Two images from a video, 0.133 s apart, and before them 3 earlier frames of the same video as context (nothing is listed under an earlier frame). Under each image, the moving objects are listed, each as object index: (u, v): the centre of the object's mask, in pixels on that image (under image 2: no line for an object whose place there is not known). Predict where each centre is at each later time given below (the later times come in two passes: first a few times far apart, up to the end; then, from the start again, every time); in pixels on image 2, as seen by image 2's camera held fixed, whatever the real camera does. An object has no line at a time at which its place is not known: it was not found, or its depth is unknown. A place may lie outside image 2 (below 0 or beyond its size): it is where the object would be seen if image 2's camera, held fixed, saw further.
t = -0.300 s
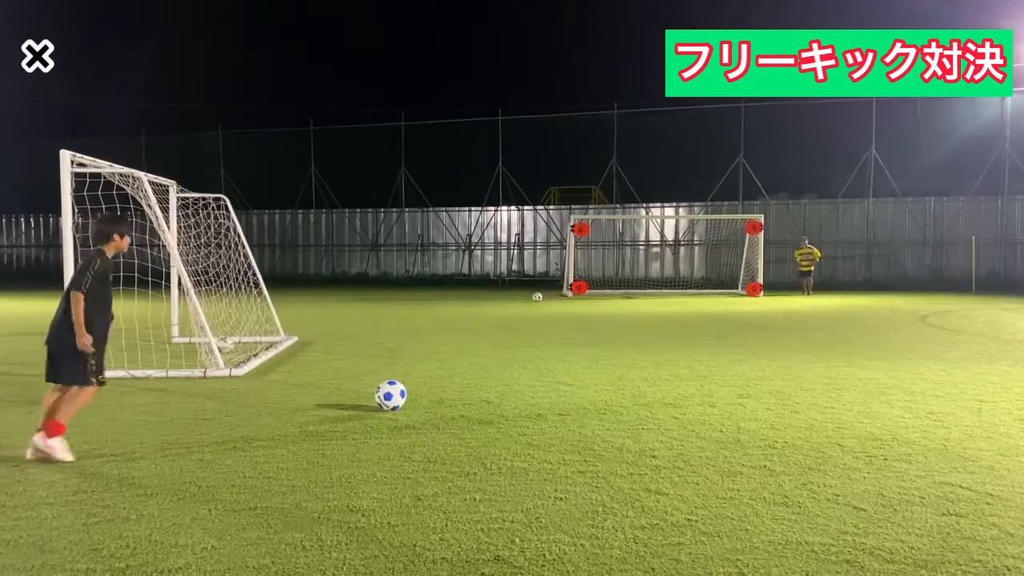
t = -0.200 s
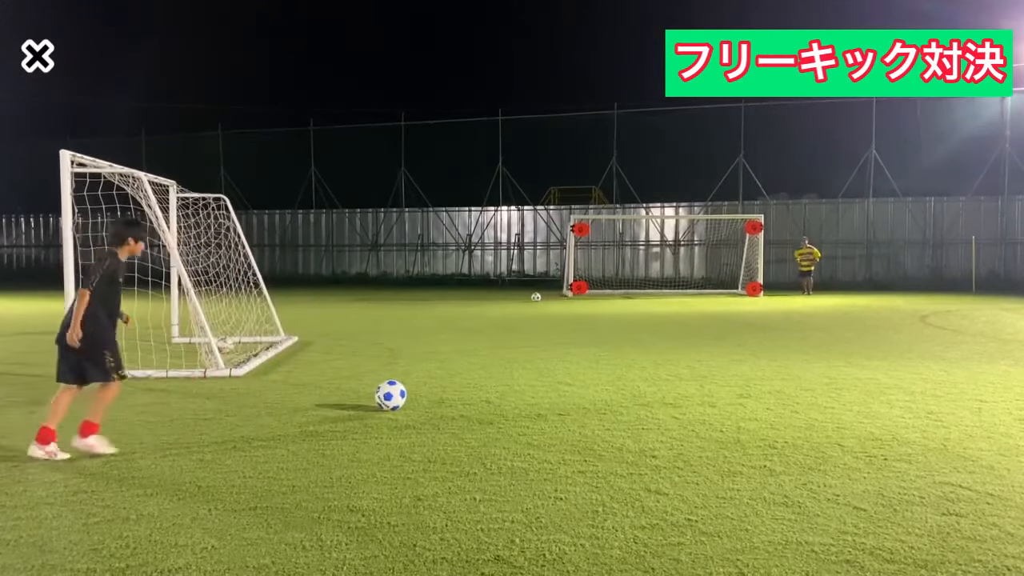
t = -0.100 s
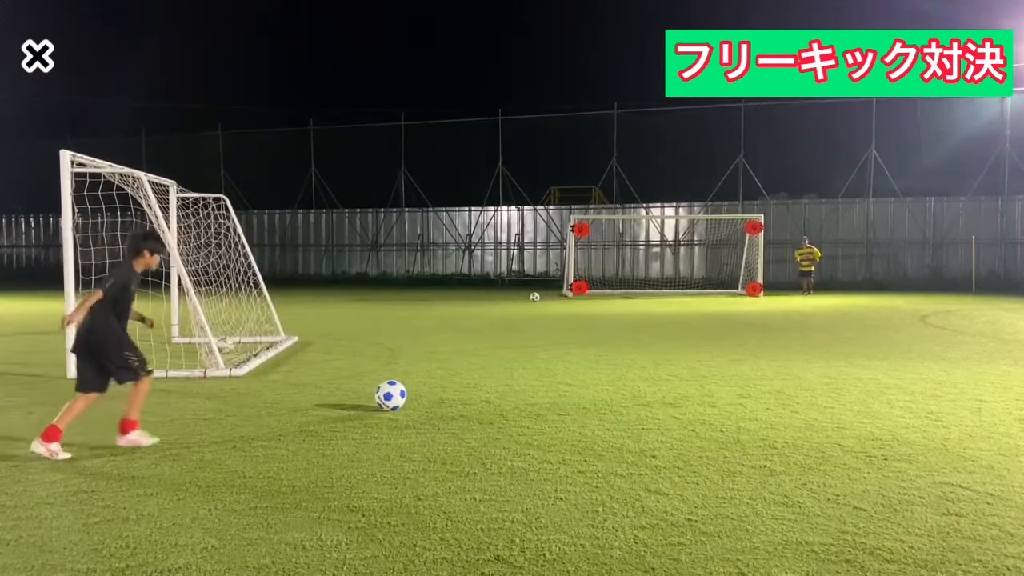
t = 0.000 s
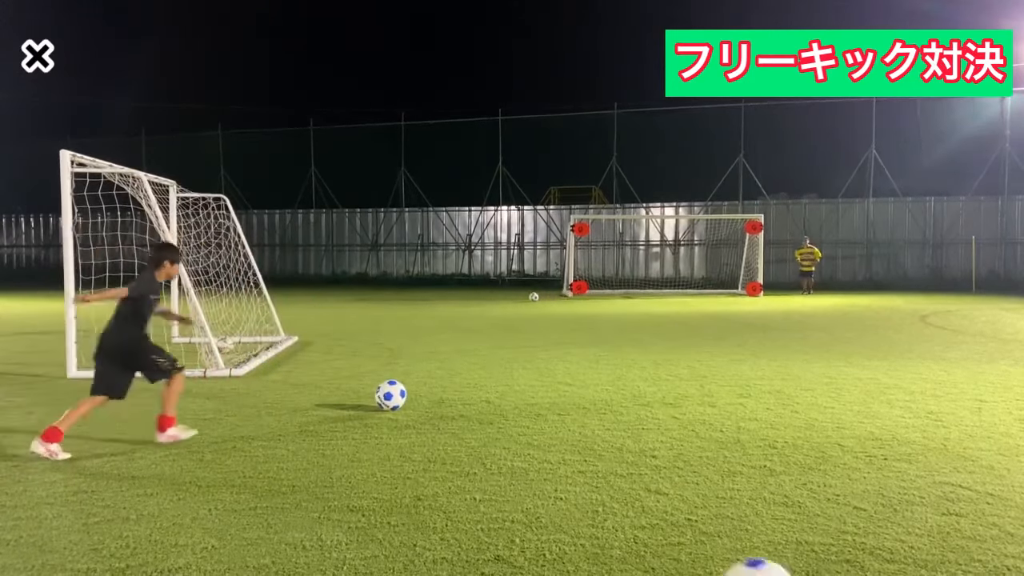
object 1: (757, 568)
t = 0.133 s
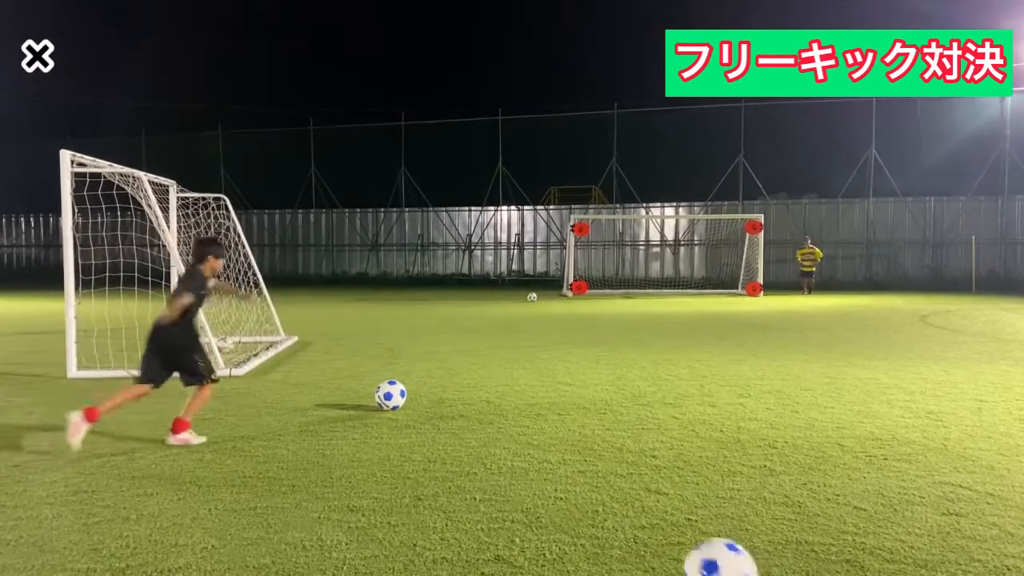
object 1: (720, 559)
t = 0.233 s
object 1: (695, 553)
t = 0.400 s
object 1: (660, 540)
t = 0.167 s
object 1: (711, 557)
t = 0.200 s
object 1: (702, 556)
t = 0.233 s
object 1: (695, 553)
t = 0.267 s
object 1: (687, 551)
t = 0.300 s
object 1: (680, 549)
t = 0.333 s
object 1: (673, 546)
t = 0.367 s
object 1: (666, 544)
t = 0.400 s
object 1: (660, 540)
